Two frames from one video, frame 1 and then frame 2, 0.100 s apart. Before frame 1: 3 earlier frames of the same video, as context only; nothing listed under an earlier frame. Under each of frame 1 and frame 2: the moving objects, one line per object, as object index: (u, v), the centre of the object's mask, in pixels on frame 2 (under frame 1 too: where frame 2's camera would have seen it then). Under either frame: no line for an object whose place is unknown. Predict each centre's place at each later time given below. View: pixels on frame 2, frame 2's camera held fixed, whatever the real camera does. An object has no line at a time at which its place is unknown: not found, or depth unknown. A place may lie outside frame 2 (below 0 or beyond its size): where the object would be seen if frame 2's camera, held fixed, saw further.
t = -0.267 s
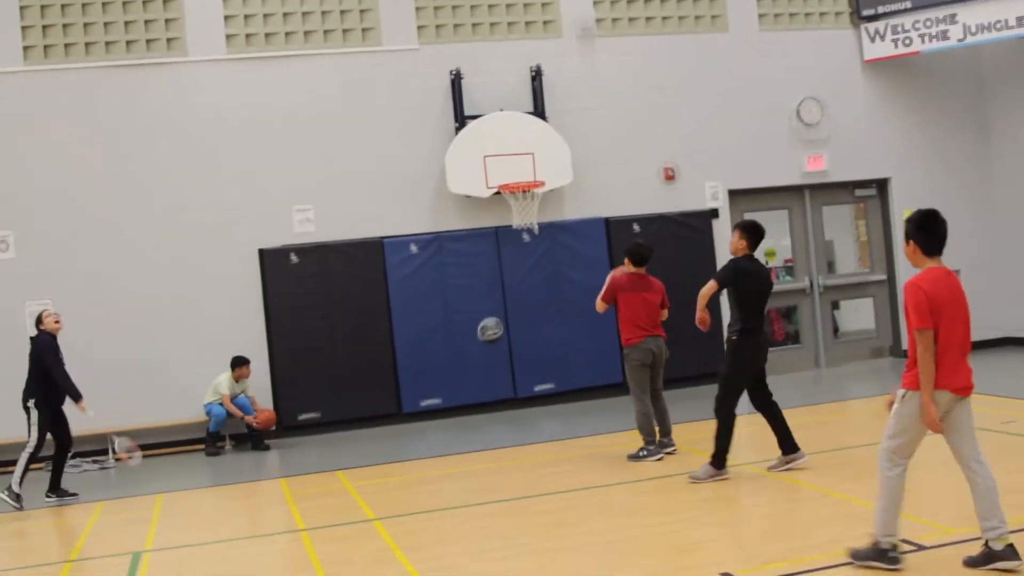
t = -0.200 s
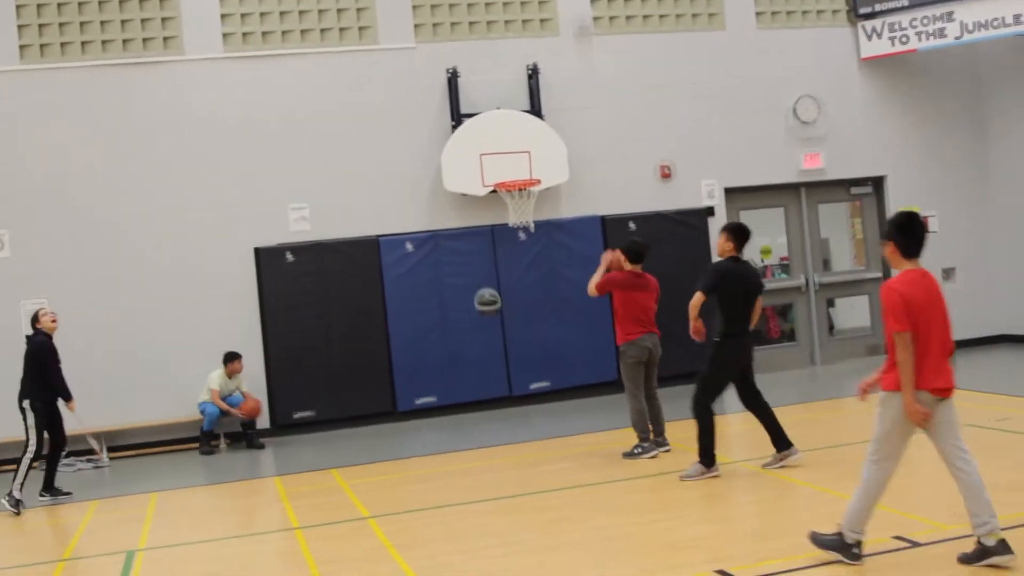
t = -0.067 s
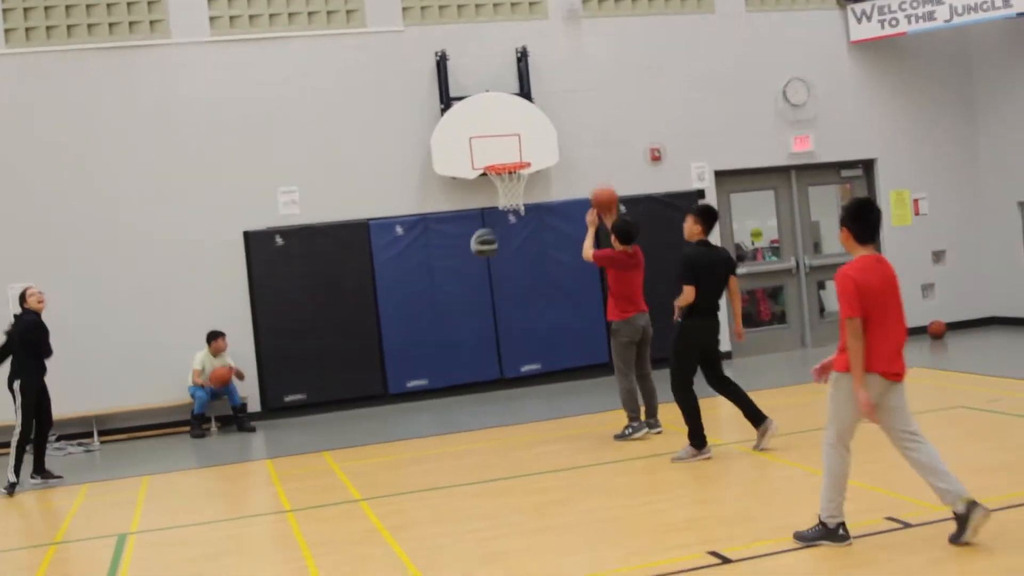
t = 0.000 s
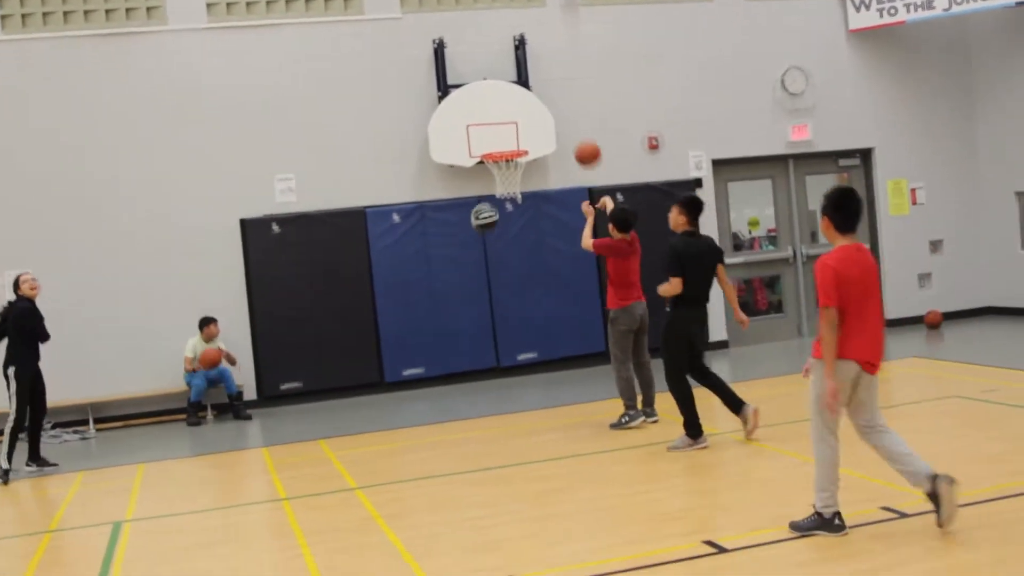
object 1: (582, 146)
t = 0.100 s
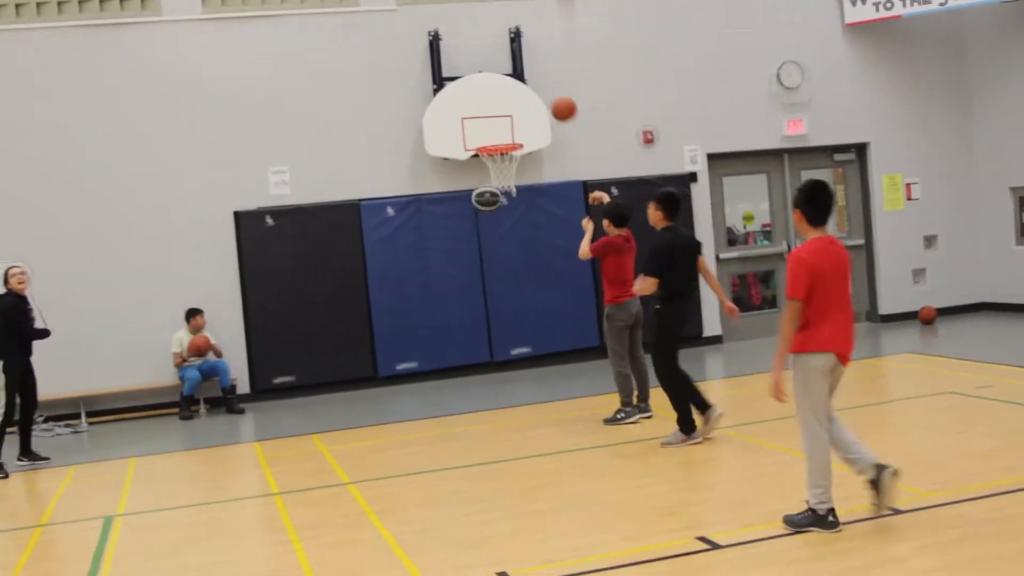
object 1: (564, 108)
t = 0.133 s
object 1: (558, 99)
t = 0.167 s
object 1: (552, 90)
